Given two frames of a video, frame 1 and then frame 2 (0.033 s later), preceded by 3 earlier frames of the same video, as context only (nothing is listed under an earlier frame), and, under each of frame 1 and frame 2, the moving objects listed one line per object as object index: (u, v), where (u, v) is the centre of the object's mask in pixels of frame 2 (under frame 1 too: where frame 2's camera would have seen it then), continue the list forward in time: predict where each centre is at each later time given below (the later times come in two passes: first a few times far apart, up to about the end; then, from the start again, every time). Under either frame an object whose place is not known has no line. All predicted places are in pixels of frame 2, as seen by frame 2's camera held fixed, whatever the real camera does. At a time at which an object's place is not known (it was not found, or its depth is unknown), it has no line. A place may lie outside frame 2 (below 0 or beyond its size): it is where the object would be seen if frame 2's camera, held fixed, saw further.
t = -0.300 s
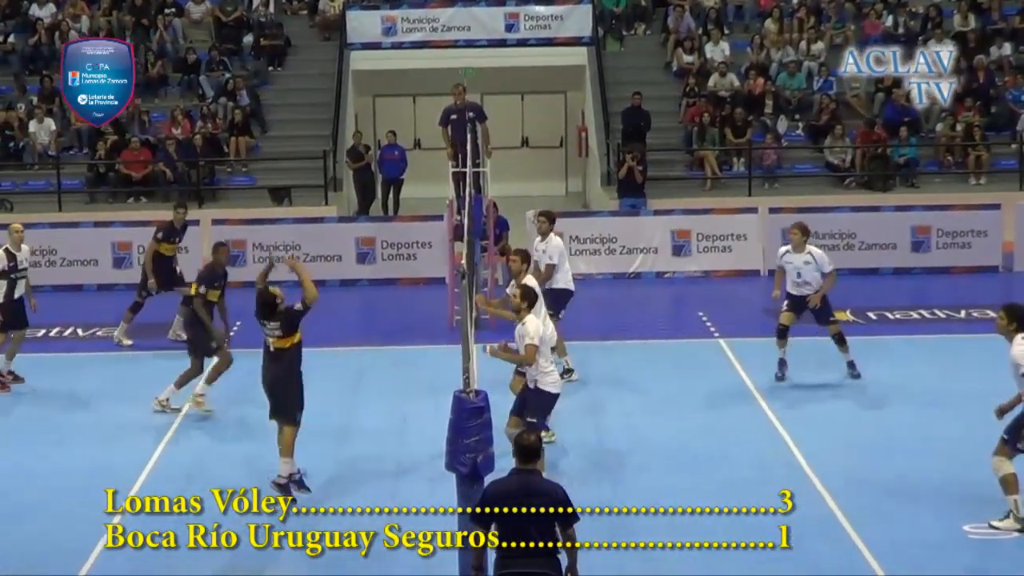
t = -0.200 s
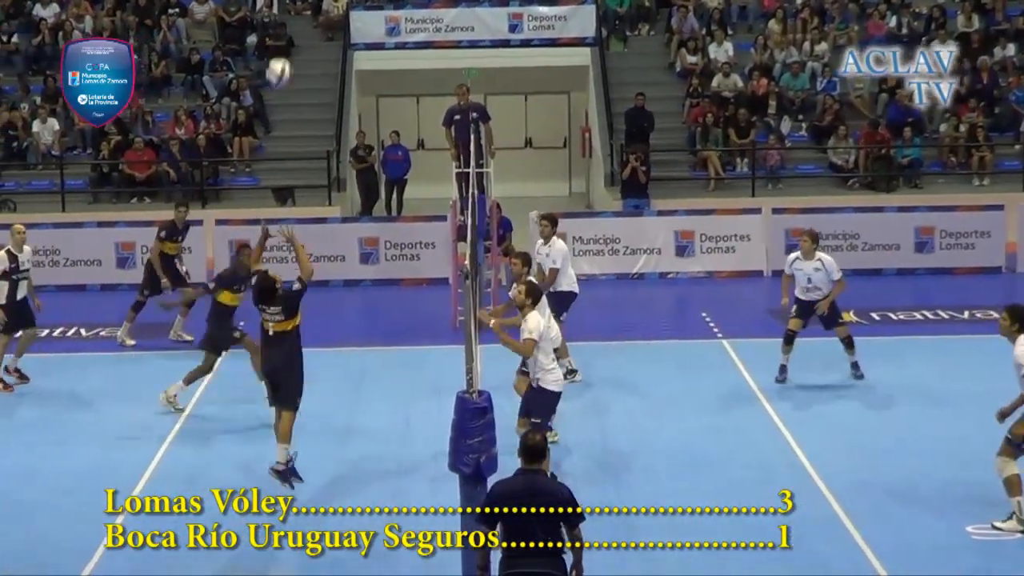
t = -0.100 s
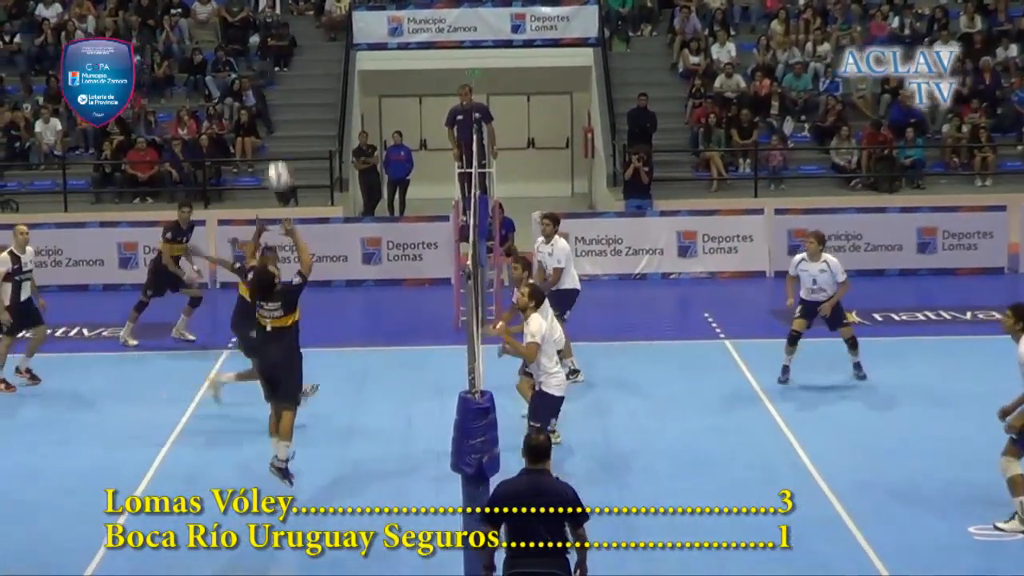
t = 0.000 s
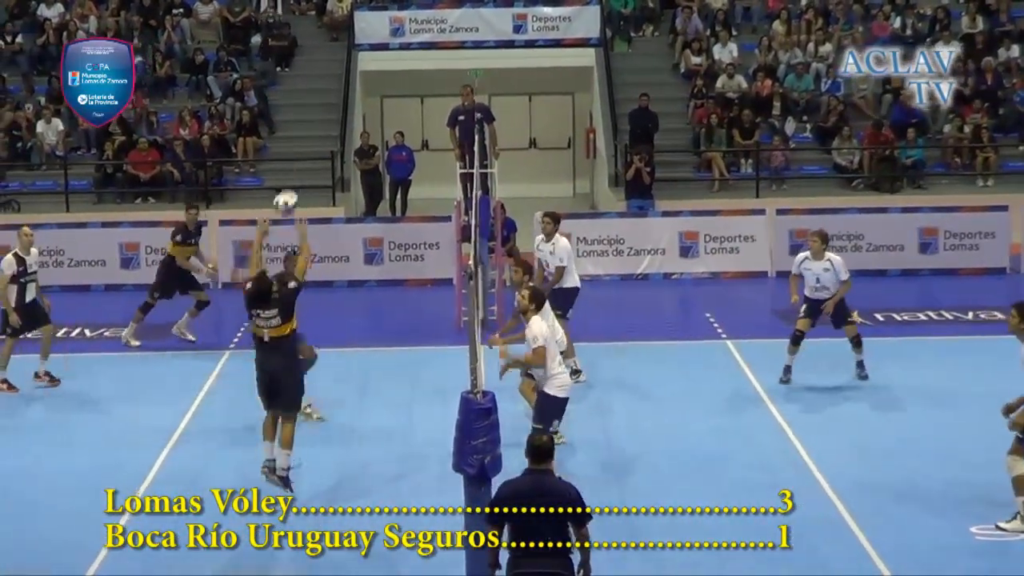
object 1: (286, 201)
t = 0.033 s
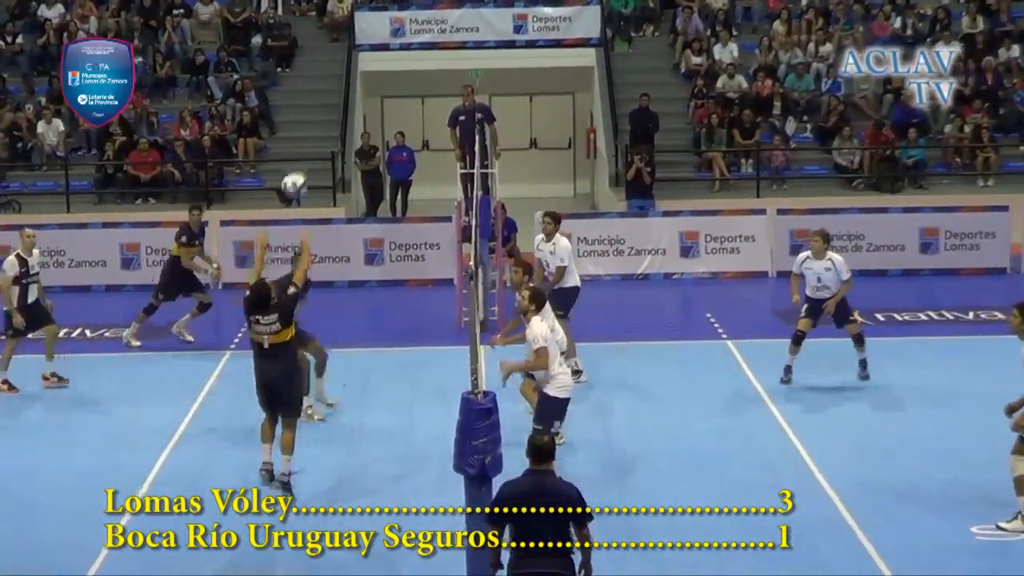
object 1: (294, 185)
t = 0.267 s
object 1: (343, 102)
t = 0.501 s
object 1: (385, 87)
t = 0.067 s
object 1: (302, 167)
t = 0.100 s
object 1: (308, 152)
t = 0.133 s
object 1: (316, 137)
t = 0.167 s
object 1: (323, 126)
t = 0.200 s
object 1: (330, 117)
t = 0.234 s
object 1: (337, 109)
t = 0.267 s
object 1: (343, 102)
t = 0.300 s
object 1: (348, 95)
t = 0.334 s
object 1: (355, 90)
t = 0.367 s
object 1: (362, 88)
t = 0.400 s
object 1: (367, 86)
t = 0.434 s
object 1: (374, 85)
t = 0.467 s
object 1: (380, 86)
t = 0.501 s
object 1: (385, 87)
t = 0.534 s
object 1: (390, 89)
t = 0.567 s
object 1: (396, 93)
